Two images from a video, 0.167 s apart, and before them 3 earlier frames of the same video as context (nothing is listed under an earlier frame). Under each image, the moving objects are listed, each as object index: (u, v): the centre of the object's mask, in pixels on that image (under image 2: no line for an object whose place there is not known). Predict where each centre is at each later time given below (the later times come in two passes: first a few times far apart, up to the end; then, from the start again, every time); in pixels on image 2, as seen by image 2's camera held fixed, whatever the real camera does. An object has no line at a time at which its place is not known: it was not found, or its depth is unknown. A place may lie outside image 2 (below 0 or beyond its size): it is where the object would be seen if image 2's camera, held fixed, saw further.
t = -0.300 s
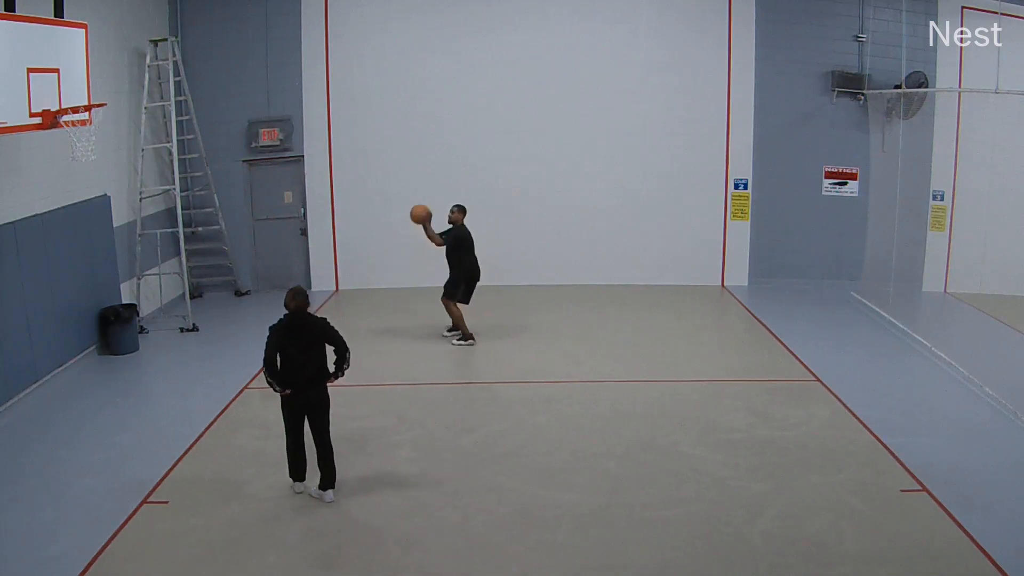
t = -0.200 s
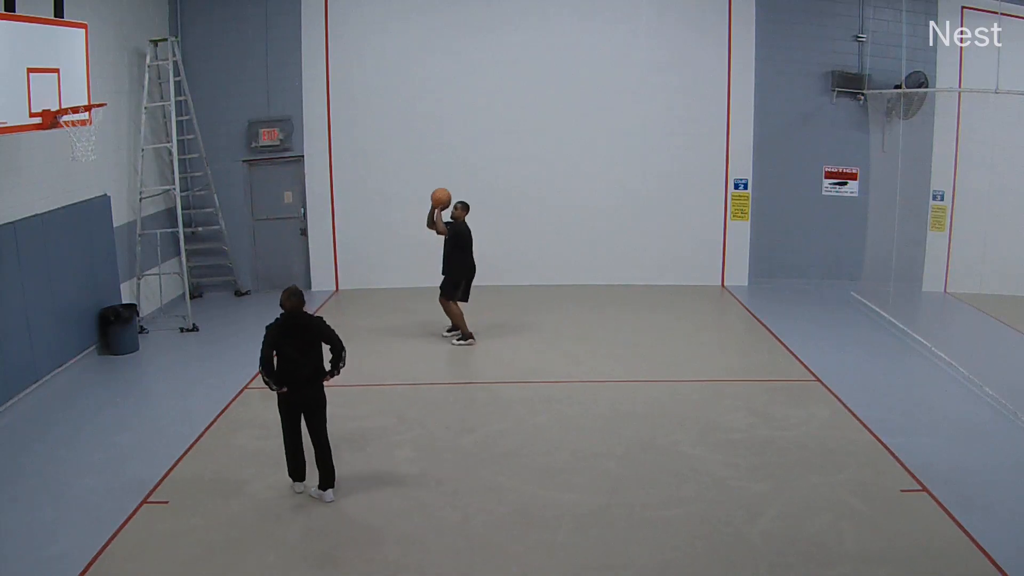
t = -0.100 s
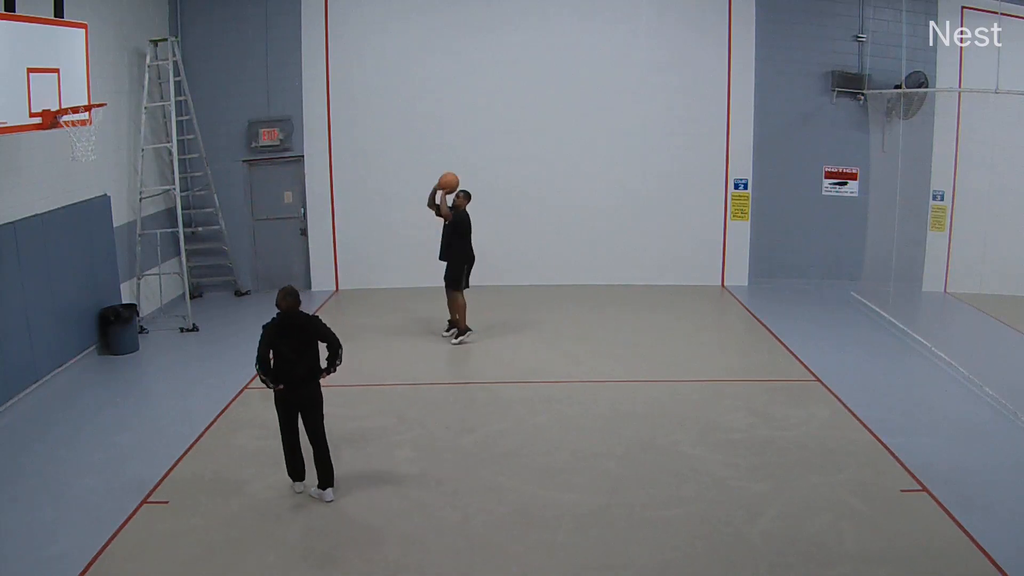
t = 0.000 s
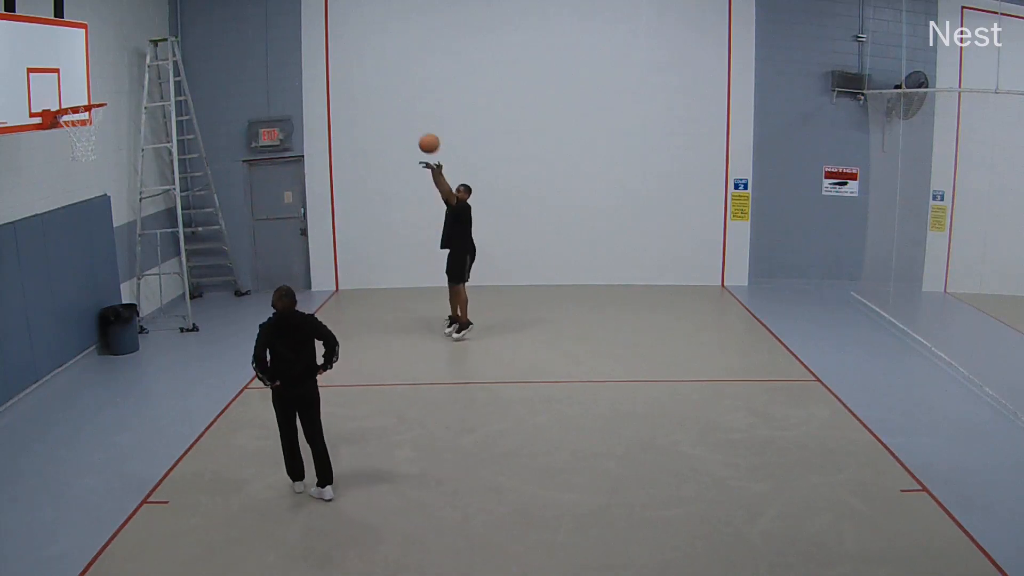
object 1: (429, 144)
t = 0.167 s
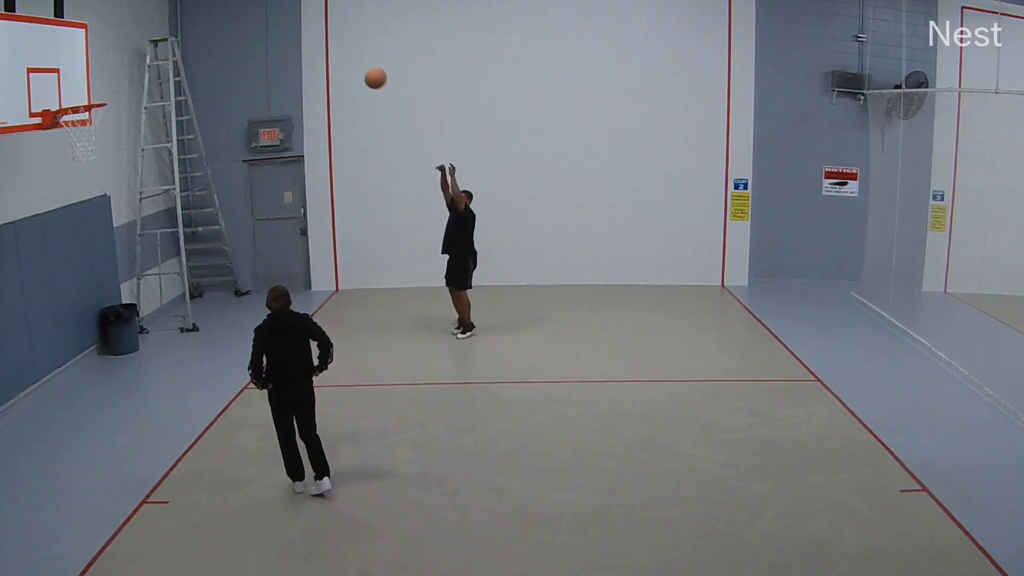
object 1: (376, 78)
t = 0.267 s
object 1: (342, 49)
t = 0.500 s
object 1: (260, 15)
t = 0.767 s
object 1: (160, 41)
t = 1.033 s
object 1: (90, 74)
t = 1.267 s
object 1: (84, 62)
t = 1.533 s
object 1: (117, 95)
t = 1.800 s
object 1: (154, 197)
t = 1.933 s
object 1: (176, 272)
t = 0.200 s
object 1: (364, 68)
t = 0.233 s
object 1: (353, 58)
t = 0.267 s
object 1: (342, 49)
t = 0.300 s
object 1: (330, 41)
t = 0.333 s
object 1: (319, 34)
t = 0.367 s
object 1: (307, 28)
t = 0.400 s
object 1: (295, 23)
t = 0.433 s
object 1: (284, 19)
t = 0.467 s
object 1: (272, 16)
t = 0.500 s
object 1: (260, 15)
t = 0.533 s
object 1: (248, 14)
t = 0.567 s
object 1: (236, 15)
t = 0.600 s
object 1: (223, 16)
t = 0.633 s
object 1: (211, 19)
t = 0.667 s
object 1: (199, 23)
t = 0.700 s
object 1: (186, 28)
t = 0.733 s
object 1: (174, 34)
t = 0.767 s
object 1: (160, 41)
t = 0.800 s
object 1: (148, 50)
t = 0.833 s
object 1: (135, 61)
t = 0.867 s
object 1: (123, 72)
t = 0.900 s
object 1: (110, 84)
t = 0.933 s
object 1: (100, 93)
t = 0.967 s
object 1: (96, 86)
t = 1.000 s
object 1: (93, 80)
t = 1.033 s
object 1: (90, 74)
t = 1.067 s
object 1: (87, 70)
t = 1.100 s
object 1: (84, 67)
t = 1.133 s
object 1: (81, 65)
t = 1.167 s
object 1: (78, 65)
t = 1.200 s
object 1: (76, 65)
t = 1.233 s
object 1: (80, 63)
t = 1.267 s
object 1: (84, 62)
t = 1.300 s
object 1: (88, 62)
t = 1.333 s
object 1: (92, 63)
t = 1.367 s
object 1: (96, 66)
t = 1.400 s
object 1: (100, 70)
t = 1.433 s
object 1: (104, 74)
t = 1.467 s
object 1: (108, 80)
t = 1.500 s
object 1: (113, 87)
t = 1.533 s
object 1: (117, 95)
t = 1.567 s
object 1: (121, 104)
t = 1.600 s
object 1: (126, 114)
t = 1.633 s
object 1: (130, 125)
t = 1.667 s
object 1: (135, 137)
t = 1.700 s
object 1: (140, 151)
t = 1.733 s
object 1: (144, 165)
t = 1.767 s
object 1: (149, 180)
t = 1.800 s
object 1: (154, 197)
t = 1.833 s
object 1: (159, 214)
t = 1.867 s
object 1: (165, 232)
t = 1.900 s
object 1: (170, 251)
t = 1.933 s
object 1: (176, 272)
